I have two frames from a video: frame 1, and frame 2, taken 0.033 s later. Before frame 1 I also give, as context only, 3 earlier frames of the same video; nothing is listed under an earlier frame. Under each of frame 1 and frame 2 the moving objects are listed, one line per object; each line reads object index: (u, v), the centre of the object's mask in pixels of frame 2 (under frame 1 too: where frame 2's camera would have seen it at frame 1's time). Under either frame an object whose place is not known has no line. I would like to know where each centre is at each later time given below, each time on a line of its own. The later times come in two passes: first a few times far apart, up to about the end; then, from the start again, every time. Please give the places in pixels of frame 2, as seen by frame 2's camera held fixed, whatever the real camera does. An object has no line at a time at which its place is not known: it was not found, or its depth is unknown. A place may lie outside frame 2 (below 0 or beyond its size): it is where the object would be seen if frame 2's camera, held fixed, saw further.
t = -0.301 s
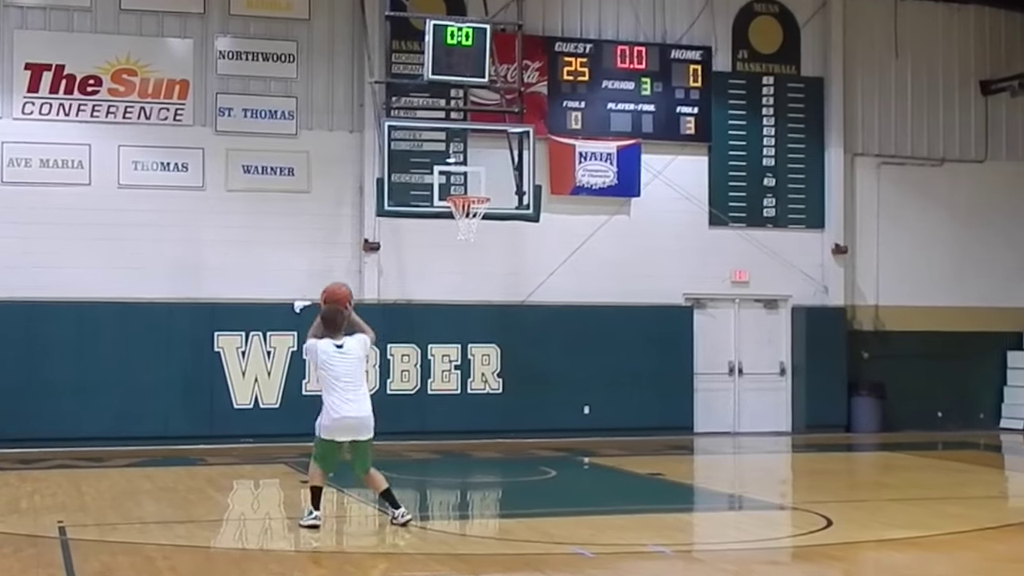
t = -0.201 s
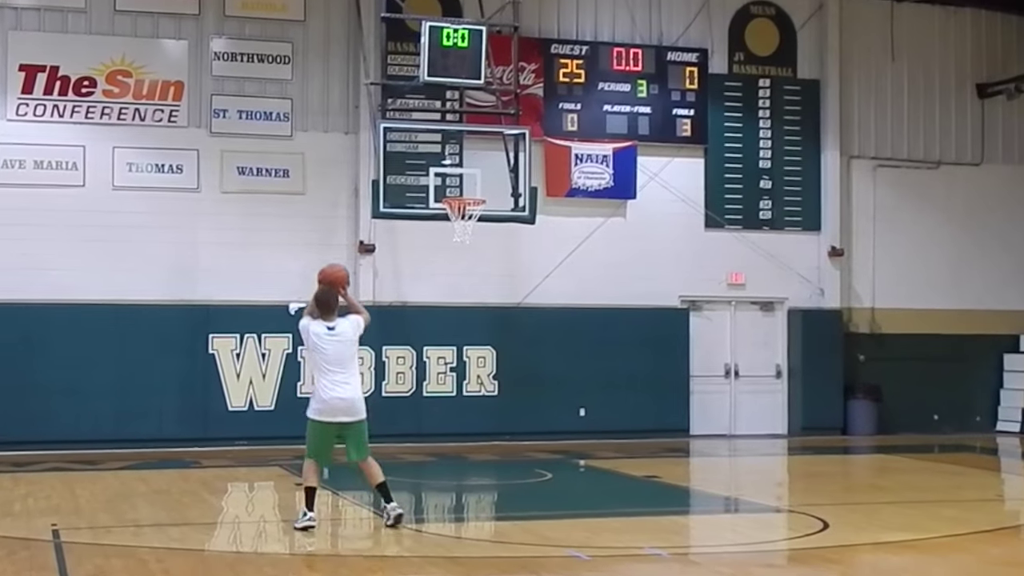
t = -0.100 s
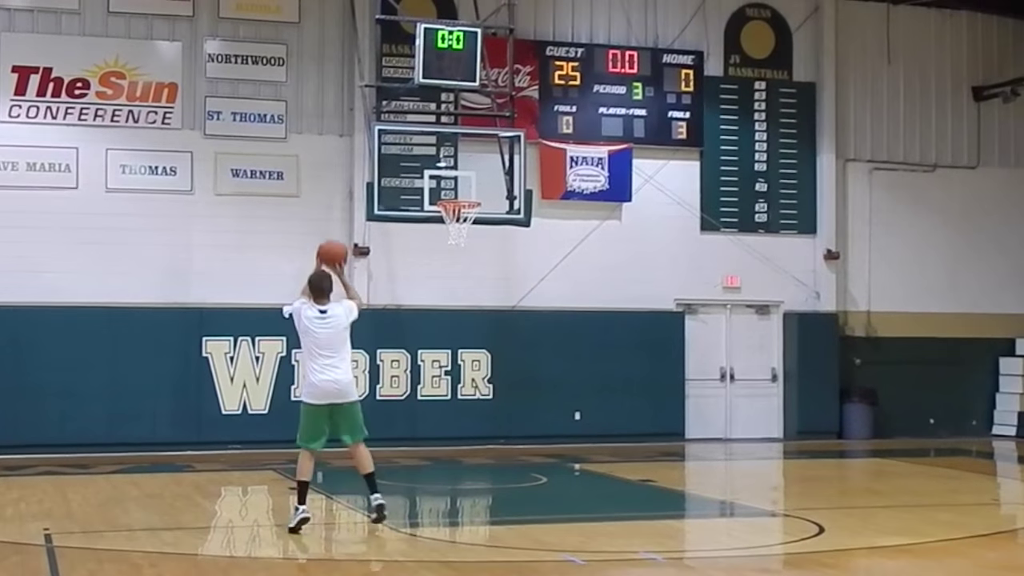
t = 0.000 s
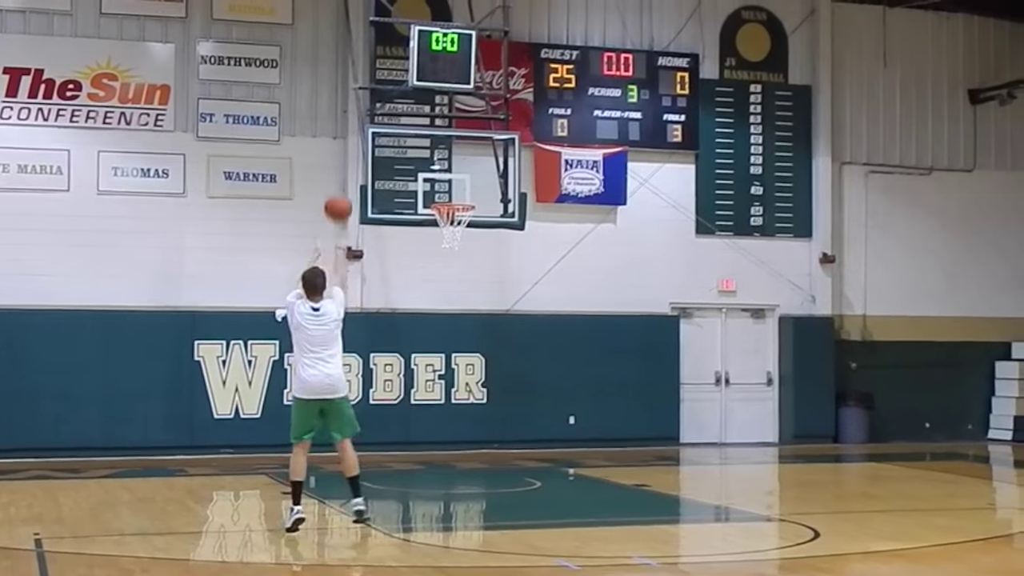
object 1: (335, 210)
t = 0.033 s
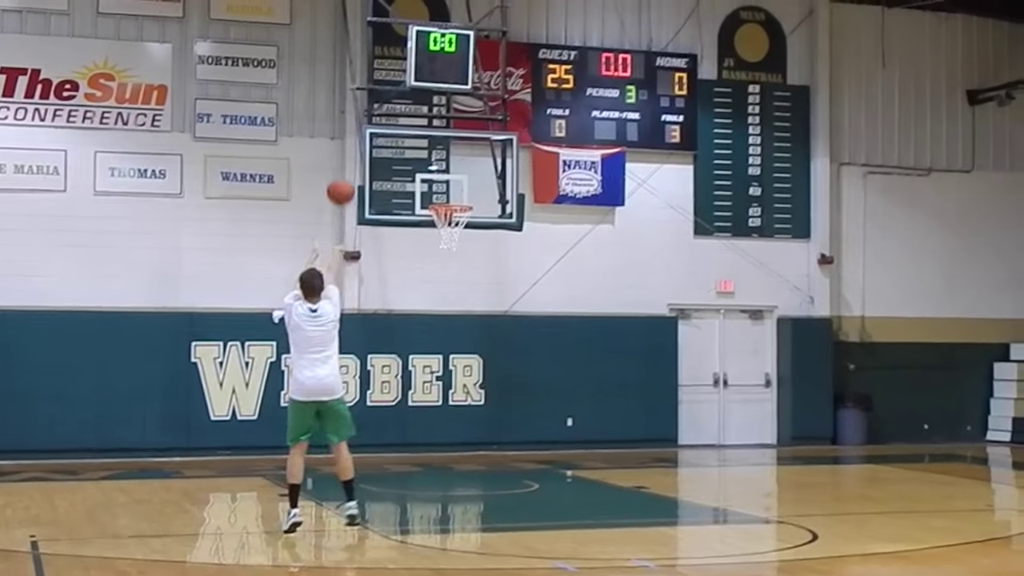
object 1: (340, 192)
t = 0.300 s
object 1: (376, 109)
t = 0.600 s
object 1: (409, 111)
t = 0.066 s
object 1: (345, 176)
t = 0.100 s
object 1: (350, 162)
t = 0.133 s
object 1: (354, 149)
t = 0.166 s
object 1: (359, 138)
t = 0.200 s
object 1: (364, 128)
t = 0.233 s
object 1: (367, 121)
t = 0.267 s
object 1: (372, 113)
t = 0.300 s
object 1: (376, 109)
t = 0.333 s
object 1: (379, 105)
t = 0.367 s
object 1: (384, 102)
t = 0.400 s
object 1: (387, 100)
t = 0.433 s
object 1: (391, 99)
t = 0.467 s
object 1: (394, 100)
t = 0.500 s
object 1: (398, 101)
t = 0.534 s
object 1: (401, 104)
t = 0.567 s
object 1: (405, 106)
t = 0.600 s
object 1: (409, 111)
